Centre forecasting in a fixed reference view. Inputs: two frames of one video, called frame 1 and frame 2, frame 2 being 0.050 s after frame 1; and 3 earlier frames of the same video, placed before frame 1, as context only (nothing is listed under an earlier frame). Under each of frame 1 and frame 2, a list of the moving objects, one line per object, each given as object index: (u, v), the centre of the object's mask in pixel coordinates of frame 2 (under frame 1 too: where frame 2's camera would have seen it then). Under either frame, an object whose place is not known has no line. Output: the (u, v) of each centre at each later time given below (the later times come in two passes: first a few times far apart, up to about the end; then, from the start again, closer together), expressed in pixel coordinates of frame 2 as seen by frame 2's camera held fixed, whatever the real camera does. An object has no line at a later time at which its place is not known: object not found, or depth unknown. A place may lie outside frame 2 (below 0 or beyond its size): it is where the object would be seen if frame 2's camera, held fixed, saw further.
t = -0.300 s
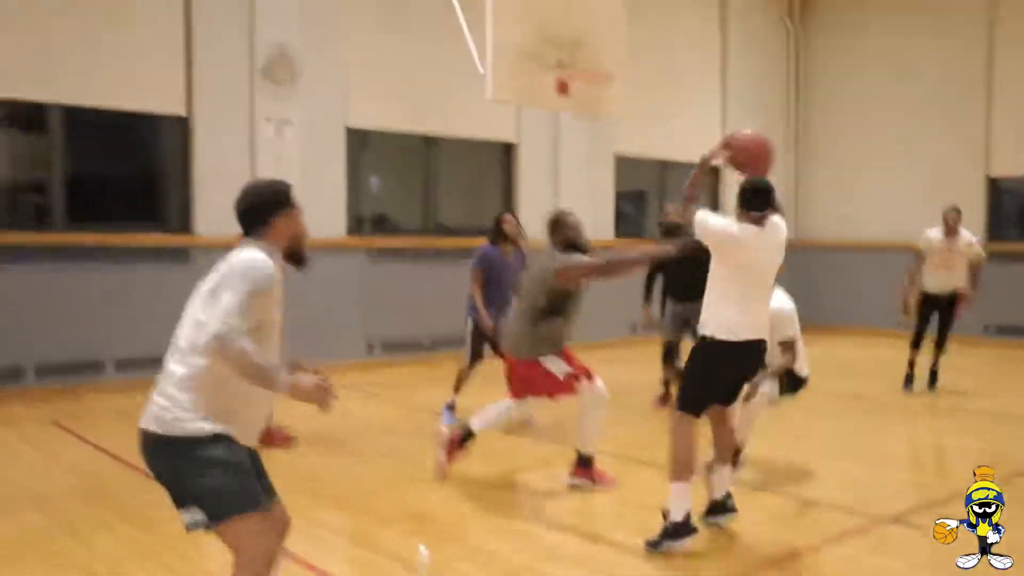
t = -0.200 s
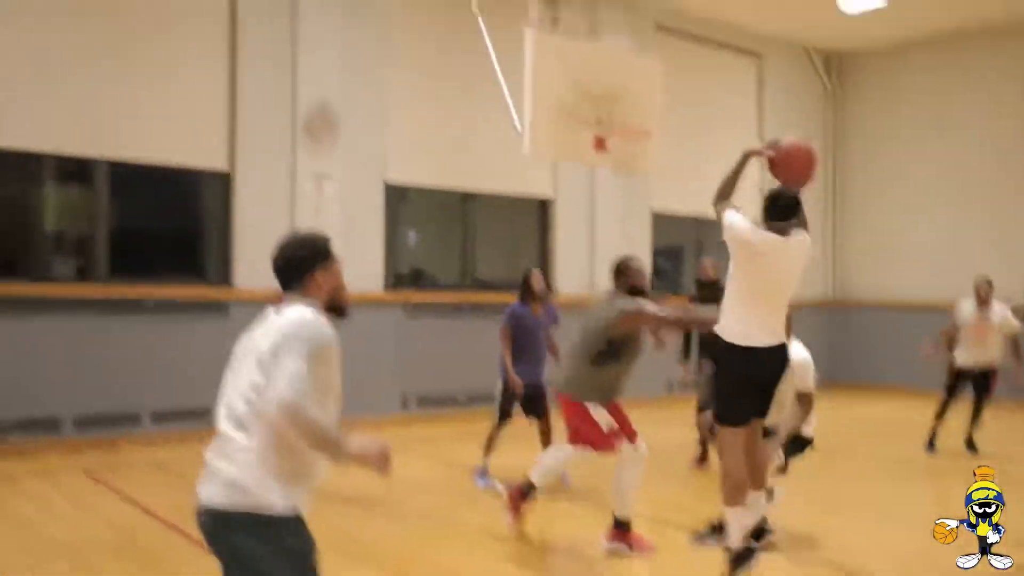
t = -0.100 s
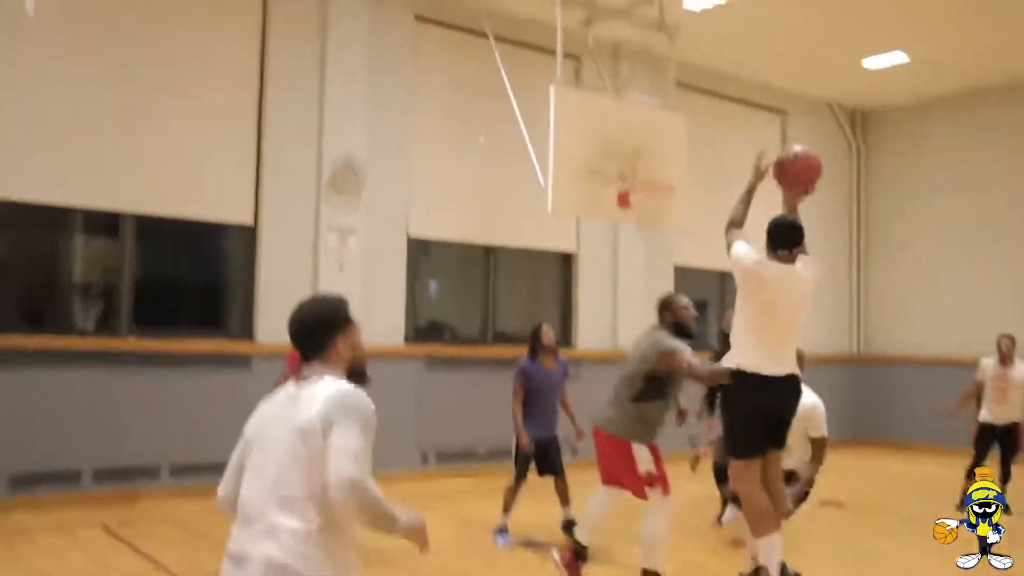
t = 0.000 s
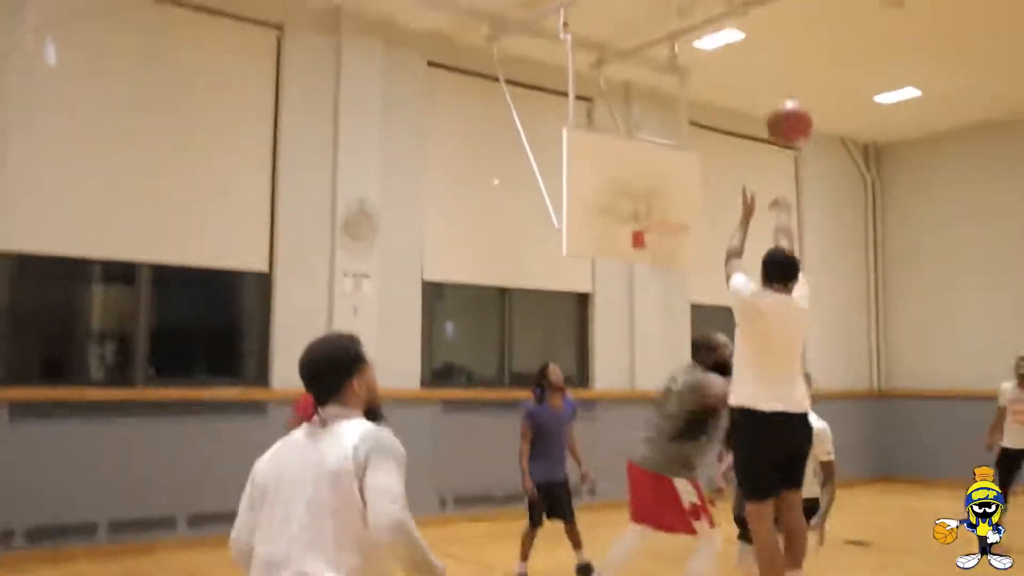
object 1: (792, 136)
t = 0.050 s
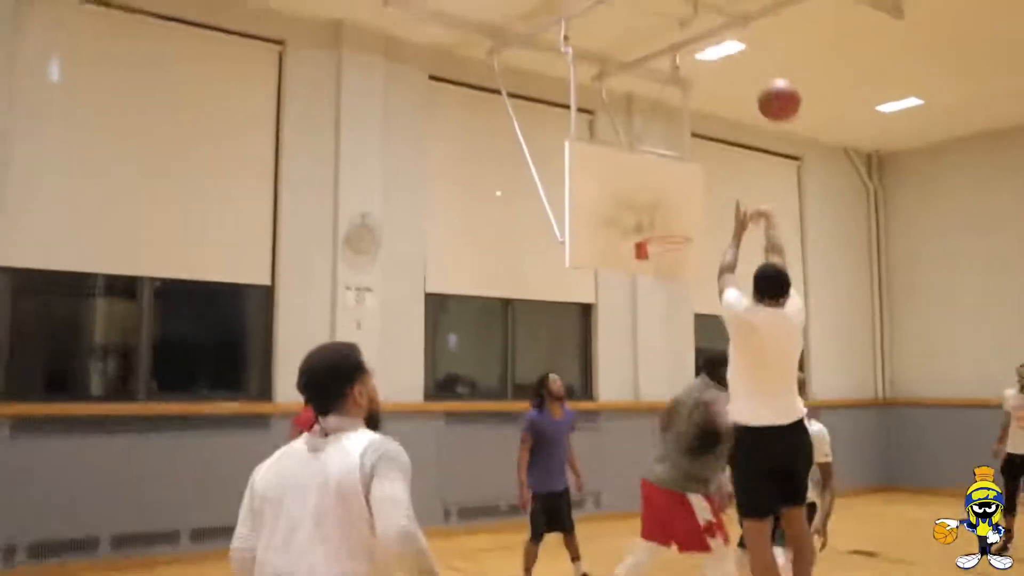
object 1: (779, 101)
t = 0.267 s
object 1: (739, 25)
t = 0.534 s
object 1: (705, 36)
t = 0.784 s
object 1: (685, 114)
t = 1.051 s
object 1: (668, 249)
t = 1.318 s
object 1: (662, 308)
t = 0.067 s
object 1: (775, 91)
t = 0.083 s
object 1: (771, 83)
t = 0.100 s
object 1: (768, 76)
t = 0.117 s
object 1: (765, 69)
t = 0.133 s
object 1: (762, 61)
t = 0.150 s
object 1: (758, 54)
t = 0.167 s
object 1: (756, 48)
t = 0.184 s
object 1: (754, 43)
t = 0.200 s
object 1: (751, 38)
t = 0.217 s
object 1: (748, 34)
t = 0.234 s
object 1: (745, 31)
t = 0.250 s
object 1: (742, 28)
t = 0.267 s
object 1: (739, 25)
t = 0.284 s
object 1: (736, 23)
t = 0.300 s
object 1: (734, 22)
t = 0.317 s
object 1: (732, 21)
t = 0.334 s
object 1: (729, 20)
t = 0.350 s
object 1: (727, 19)
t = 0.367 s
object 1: (724, 20)
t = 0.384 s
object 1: (722, 20)
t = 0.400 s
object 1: (720, 20)
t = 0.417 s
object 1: (719, 21)
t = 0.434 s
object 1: (717, 22)
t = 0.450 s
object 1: (715, 23)
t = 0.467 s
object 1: (713, 25)
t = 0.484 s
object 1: (711, 28)
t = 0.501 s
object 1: (709, 31)
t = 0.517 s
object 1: (708, 33)
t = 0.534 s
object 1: (705, 36)
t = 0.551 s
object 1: (705, 38)
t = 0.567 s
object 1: (703, 43)
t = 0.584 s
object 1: (701, 48)
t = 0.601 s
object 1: (699, 51)
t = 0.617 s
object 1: (698, 57)
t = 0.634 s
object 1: (696, 61)
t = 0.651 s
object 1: (694, 67)
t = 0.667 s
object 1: (693, 72)
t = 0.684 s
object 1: (692, 77)
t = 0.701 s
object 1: (692, 83)
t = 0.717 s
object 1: (690, 90)
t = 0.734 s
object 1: (689, 95)
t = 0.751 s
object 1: (687, 101)
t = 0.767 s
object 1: (687, 108)
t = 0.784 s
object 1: (685, 114)
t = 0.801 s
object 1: (684, 122)
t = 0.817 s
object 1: (683, 128)
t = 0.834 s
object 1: (682, 136)
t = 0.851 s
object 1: (681, 144)
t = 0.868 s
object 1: (679, 152)
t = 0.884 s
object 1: (678, 160)
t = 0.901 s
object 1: (677, 168)
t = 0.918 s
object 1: (676, 176)
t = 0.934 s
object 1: (675, 185)
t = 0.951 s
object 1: (674, 194)
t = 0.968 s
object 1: (673, 202)
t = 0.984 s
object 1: (672, 211)
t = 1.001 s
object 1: (670, 221)
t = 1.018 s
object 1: (669, 229)
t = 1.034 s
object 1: (669, 240)
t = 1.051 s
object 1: (668, 249)
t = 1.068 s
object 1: (667, 259)
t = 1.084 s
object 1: (666, 266)
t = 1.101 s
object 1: (665, 269)
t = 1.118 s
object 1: (664, 270)
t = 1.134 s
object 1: (664, 272)
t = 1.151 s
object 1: (664, 274)
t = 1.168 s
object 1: (663, 276)
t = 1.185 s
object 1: (663, 279)
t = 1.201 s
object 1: (663, 281)
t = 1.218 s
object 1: (662, 284)
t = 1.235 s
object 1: (662, 288)
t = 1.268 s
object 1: (662, 295)
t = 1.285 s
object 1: (662, 299)
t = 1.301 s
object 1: (663, 304)
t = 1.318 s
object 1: (662, 308)
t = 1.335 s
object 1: (662, 313)
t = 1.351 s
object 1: (662, 318)
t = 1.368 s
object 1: (661, 322)
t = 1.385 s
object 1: (661, 328)
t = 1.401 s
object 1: (660, 334)
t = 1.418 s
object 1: (659, 339)
